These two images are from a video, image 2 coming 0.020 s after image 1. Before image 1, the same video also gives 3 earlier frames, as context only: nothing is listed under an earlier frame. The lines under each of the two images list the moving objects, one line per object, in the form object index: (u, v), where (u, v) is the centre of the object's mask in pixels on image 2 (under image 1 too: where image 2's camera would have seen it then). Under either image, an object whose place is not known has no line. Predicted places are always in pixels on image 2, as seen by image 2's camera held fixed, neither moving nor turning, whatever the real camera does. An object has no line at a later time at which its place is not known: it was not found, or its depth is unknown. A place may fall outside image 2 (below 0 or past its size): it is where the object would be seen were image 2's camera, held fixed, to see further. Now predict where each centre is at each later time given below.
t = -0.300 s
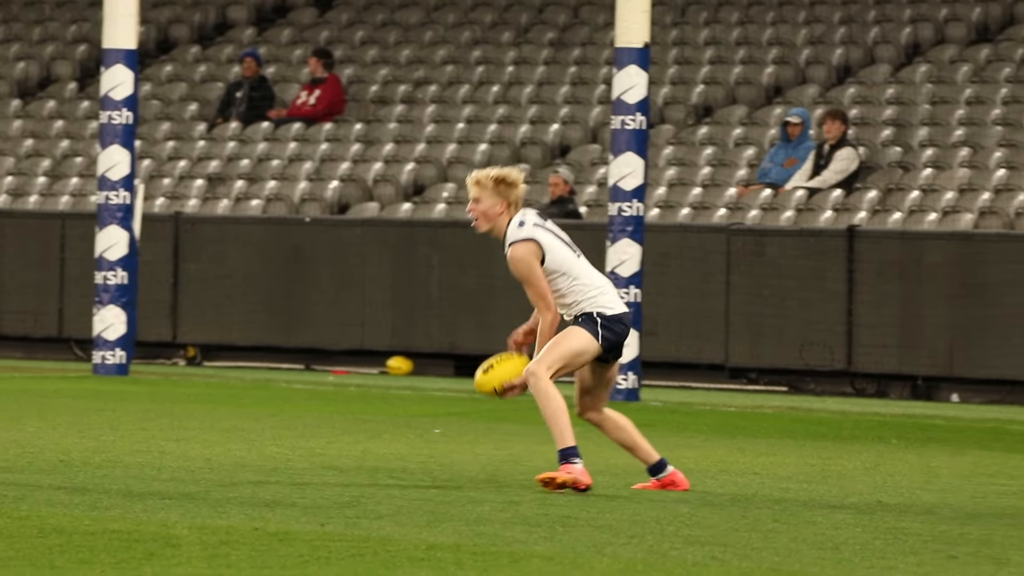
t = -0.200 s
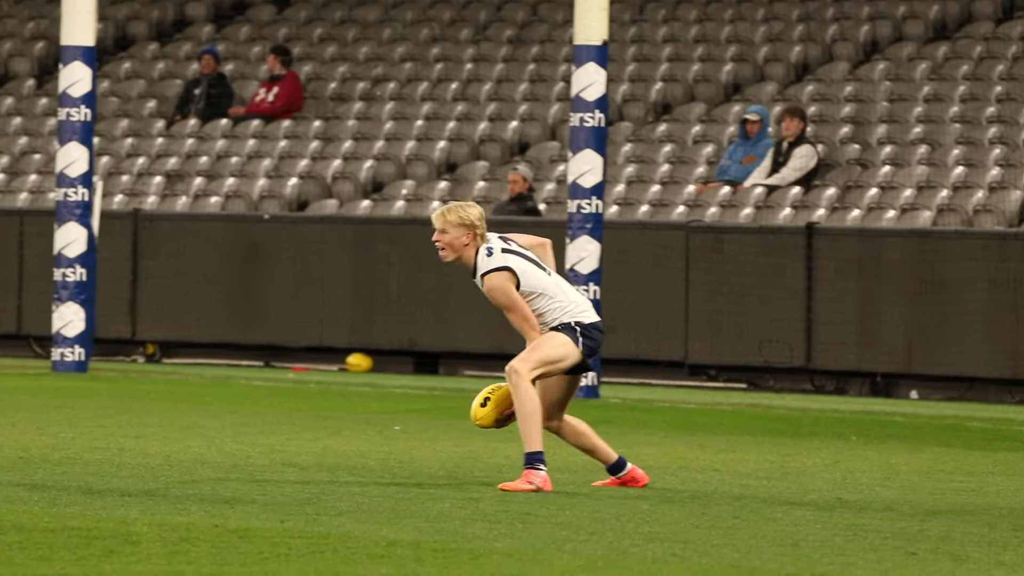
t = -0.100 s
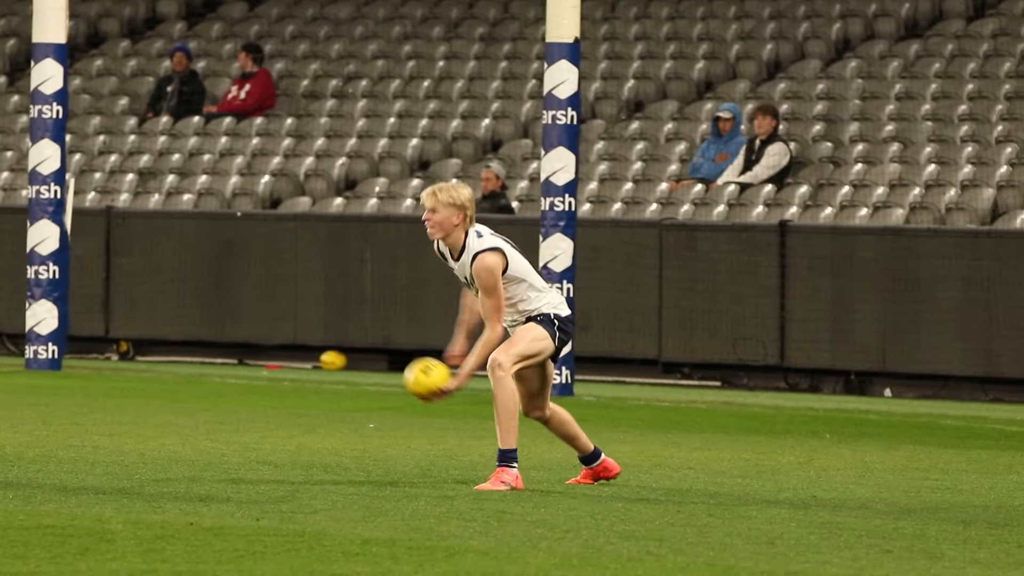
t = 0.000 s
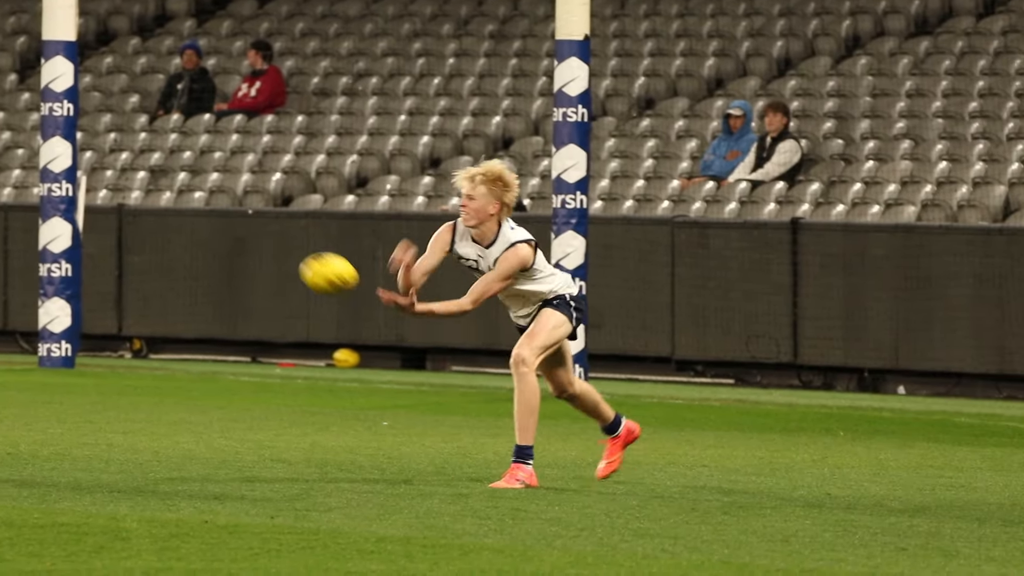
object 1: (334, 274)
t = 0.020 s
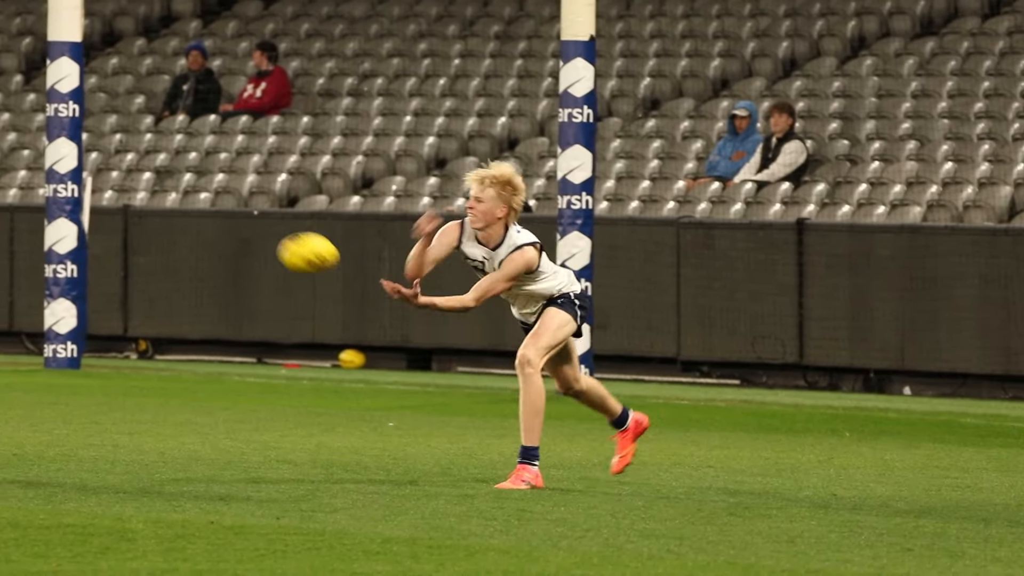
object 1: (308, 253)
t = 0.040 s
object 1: (281, 233)
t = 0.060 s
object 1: (255, 214)
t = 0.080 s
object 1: (227, 194)
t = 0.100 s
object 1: (200, 177)
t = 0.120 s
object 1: (172, 159)
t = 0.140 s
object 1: (143, 143)
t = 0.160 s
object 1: (115, 128)
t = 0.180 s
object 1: (87, 114)
